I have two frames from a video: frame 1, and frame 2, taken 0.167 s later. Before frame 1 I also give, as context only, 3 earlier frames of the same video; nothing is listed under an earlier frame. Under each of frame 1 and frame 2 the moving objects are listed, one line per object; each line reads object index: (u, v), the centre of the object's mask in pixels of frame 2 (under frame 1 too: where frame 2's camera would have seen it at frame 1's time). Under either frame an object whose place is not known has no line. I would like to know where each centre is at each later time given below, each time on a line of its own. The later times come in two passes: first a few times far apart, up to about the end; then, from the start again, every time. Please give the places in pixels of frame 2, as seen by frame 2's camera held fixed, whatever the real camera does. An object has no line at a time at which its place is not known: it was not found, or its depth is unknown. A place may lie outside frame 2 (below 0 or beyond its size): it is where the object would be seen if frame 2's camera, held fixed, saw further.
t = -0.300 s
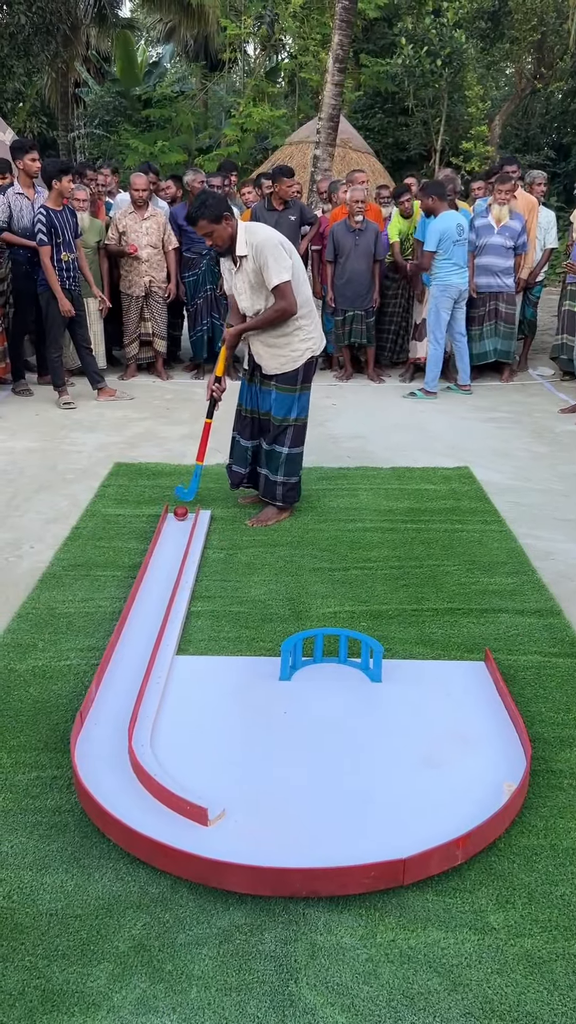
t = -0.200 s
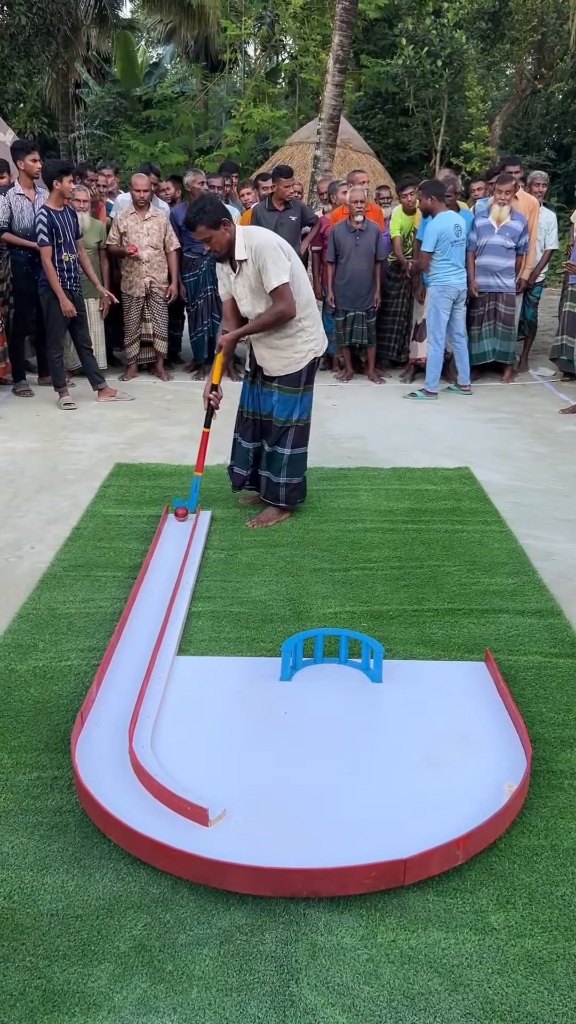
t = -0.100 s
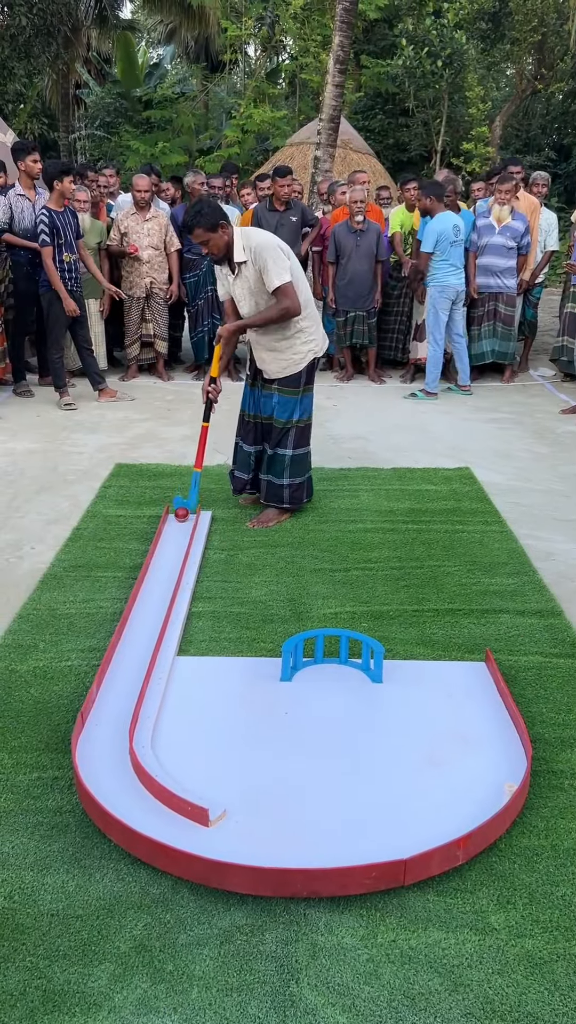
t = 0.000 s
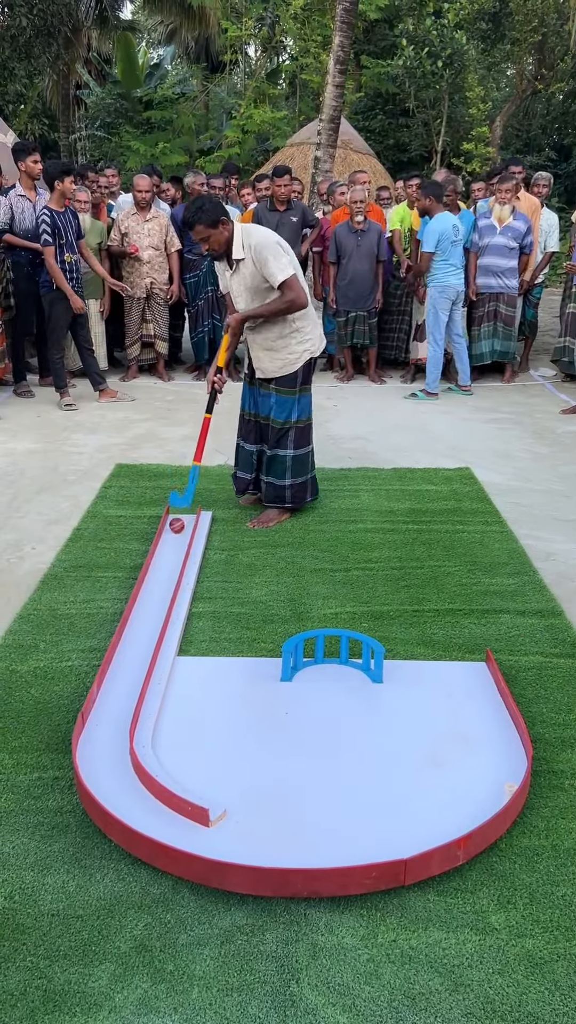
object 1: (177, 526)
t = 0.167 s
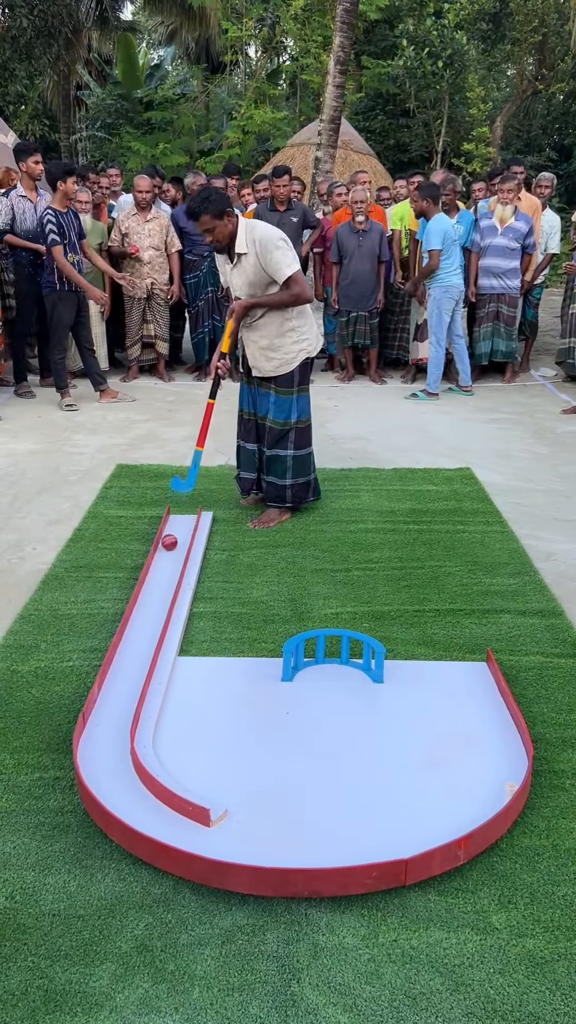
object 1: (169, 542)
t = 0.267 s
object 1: (164, 553)
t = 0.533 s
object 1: (149, 583)
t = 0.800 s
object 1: (139, 615)
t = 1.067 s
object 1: (130, 649)
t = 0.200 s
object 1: (167, 546)
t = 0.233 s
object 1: (166, 549)
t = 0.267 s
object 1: (164, 553)
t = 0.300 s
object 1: (162, 556)
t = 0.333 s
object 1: (161, 560)
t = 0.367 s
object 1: (159, 564)
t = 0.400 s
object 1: (157, 568)
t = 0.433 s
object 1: (155, 571)
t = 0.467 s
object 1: (153, 575)
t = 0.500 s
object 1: (151, 579)
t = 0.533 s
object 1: (149, 583)
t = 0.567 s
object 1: (148, 587)
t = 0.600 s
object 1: (146, 591)
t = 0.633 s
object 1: (145, 595)
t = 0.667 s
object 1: (144, 599)
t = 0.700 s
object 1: (143, 603)
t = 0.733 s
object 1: (142, 607)
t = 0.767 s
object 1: (141, 611)
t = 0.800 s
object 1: (139, 615)
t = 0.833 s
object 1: (138, 620)
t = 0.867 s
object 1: (136, 623)
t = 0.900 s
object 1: (135, 627)
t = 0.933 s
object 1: (135, 632)
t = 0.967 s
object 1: (134, 636)
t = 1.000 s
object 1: (132, 640)
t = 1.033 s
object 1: (131, 645)
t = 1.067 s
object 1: (130, 649)
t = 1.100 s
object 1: (129, 653)
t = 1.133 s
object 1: (128, 658)
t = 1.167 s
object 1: (127, 662)
